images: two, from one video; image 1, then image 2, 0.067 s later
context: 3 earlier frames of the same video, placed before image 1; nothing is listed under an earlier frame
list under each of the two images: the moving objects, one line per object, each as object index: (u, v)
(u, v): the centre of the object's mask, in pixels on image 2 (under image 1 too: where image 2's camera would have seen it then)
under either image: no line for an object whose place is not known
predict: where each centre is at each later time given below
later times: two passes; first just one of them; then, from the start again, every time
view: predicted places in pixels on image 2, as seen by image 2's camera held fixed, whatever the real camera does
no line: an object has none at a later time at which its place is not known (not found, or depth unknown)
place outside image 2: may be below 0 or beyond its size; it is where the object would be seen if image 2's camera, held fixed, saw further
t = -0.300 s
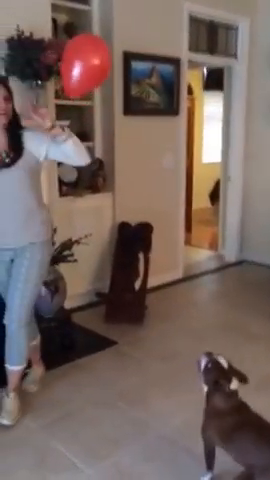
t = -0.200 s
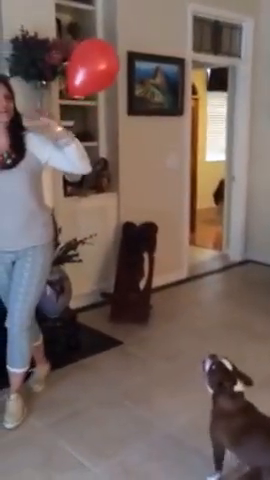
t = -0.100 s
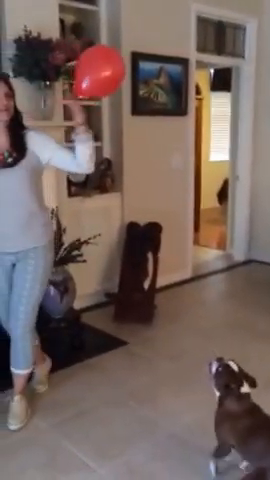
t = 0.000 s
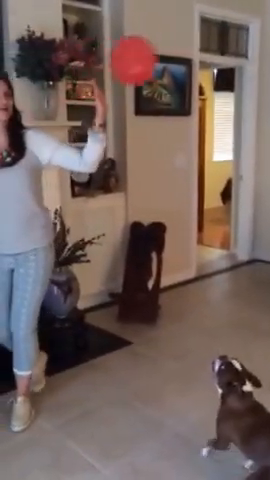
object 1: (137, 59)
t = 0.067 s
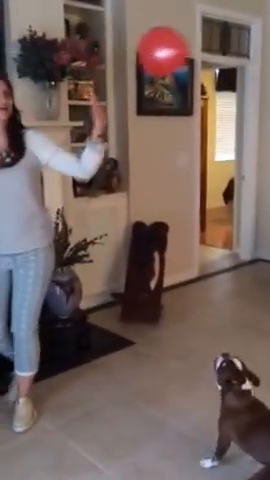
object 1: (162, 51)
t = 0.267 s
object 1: (238, 31)
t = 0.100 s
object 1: (175, 47)
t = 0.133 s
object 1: (189, 42)
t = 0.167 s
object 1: (202, 39)
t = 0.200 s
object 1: (215, 36)
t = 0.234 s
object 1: (226, 33)
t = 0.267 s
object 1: (238, 31)
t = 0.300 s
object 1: (248, 30)
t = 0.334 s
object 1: (259, 29)
